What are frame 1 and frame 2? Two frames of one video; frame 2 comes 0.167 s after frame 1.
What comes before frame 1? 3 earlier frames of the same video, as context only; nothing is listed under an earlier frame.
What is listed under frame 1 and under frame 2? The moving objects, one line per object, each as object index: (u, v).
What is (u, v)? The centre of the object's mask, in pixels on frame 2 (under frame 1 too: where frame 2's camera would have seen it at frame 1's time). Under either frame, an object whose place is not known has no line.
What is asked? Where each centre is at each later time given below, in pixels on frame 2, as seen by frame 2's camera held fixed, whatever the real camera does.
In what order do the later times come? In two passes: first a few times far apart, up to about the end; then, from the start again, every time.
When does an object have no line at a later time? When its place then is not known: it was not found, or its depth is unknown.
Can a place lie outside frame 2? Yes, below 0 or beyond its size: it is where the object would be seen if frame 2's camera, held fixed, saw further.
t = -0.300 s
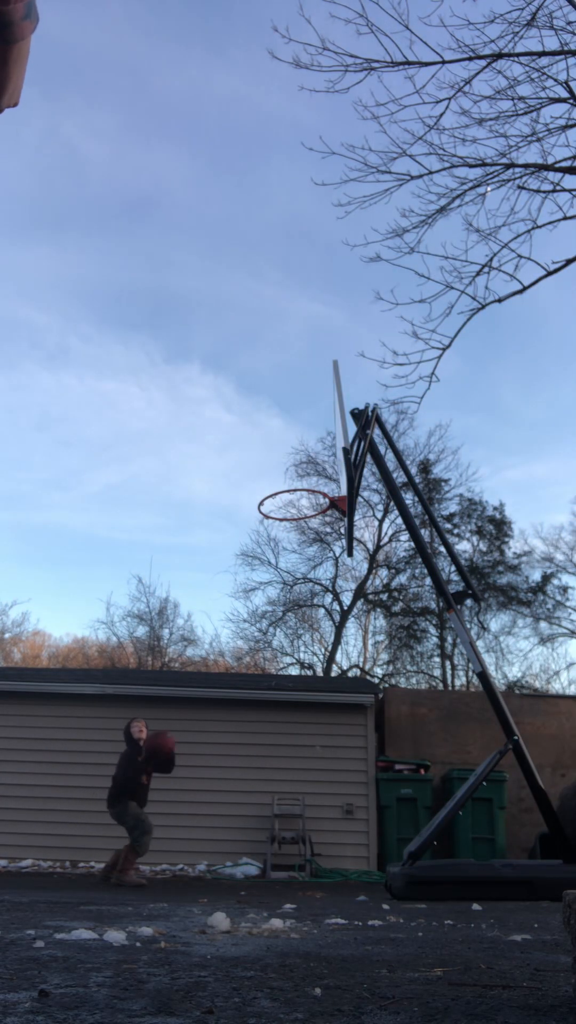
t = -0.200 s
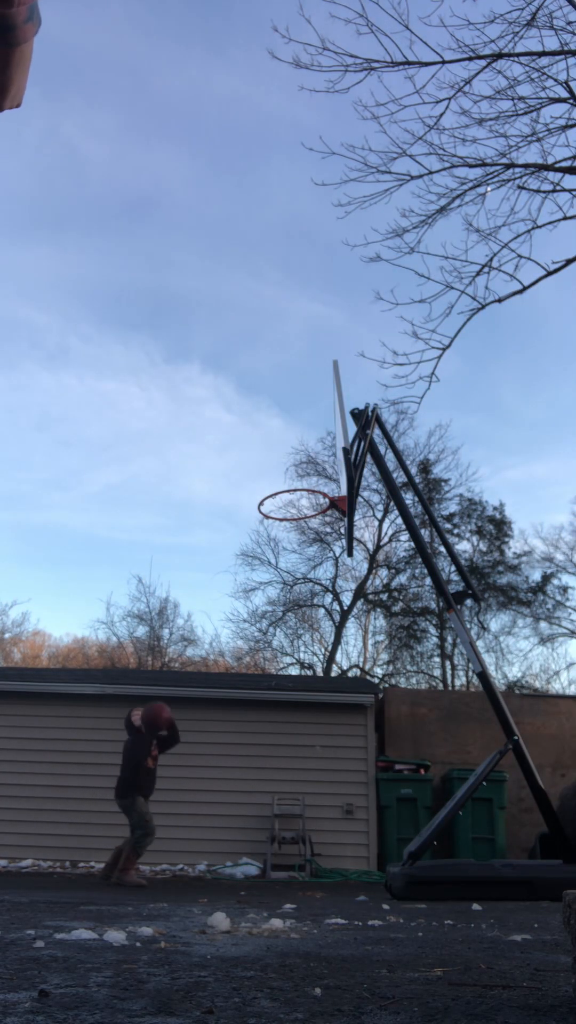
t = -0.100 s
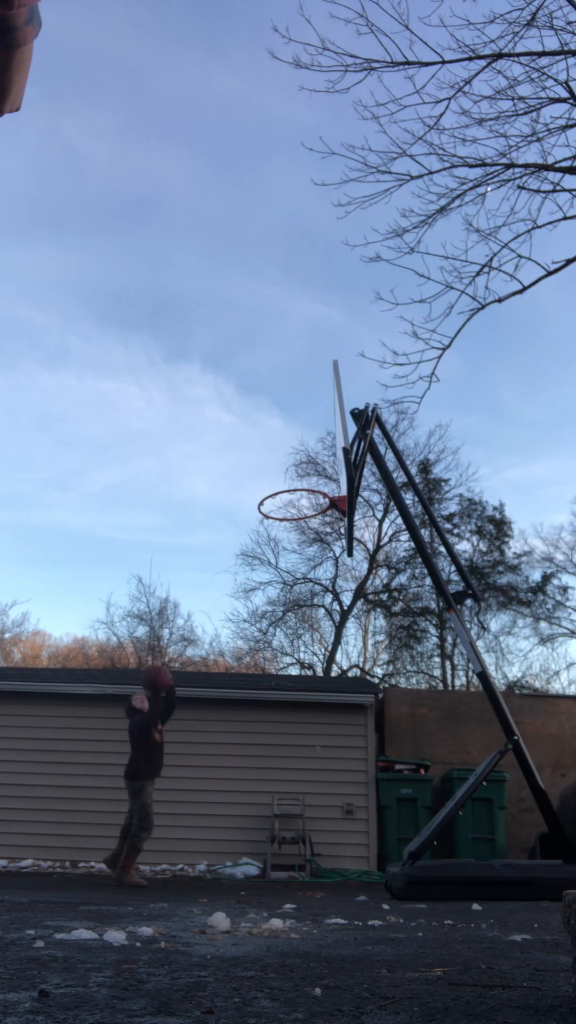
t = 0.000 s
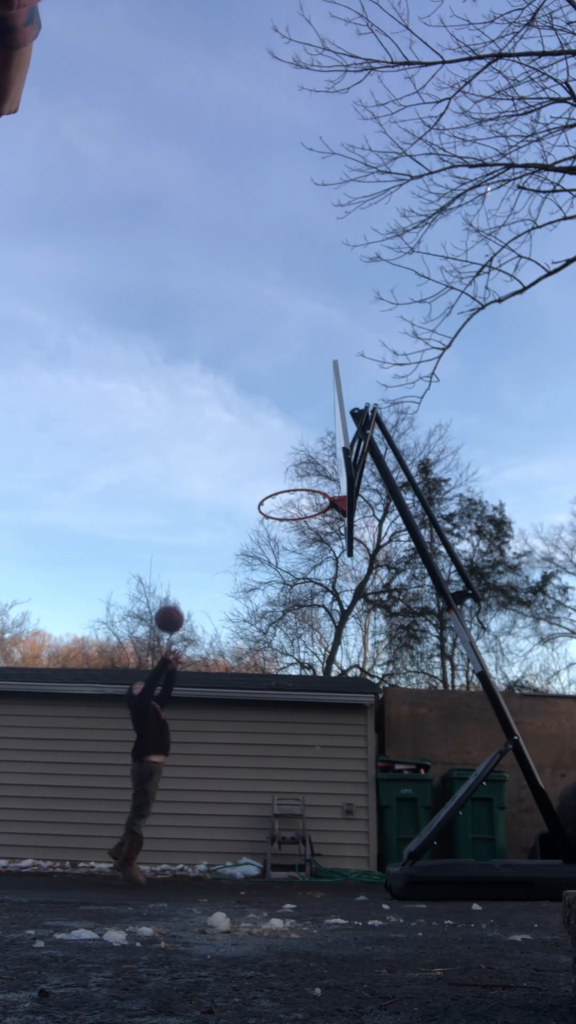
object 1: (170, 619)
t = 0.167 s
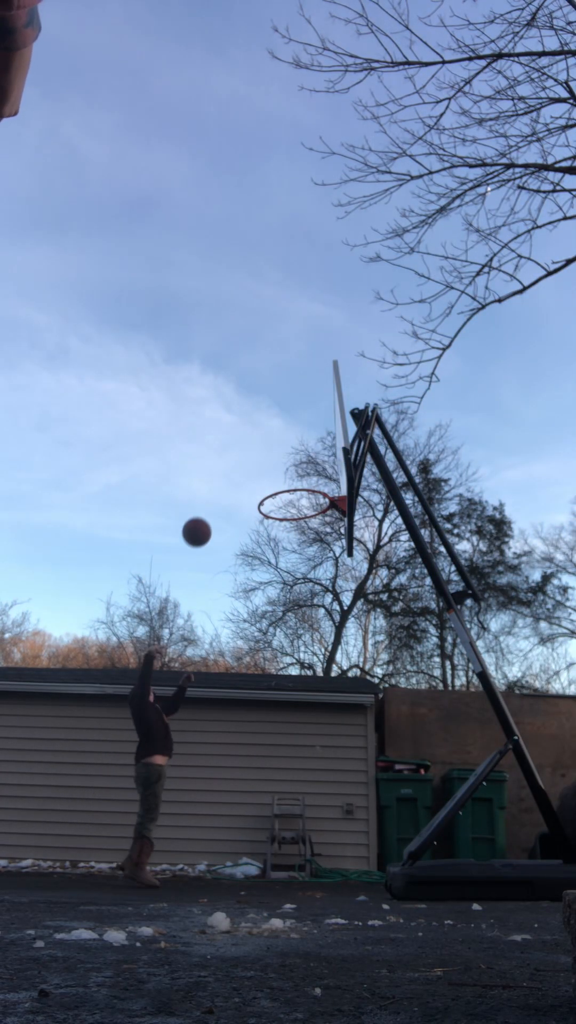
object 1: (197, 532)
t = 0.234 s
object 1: (207, 506)
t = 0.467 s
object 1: (241, 450)
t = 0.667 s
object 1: (270, 450)
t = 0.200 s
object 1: (202, 518)
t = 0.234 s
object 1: (207, 506)
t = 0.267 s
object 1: (212, 494)
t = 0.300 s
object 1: (217, 484)
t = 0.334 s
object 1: (222, 475)
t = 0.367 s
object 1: (227, 467)
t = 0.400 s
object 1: (232, 460)
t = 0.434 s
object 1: (237, 455)
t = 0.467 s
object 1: (241, 450)
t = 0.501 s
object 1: (246, 447)
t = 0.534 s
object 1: (251, 445)
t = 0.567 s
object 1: (256, 444)
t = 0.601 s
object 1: (261, 445)
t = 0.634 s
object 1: (265, 447)
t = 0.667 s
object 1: (270, 450)
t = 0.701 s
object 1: (275, 455)
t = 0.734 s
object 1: (280, 461)
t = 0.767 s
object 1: (285, 468)
